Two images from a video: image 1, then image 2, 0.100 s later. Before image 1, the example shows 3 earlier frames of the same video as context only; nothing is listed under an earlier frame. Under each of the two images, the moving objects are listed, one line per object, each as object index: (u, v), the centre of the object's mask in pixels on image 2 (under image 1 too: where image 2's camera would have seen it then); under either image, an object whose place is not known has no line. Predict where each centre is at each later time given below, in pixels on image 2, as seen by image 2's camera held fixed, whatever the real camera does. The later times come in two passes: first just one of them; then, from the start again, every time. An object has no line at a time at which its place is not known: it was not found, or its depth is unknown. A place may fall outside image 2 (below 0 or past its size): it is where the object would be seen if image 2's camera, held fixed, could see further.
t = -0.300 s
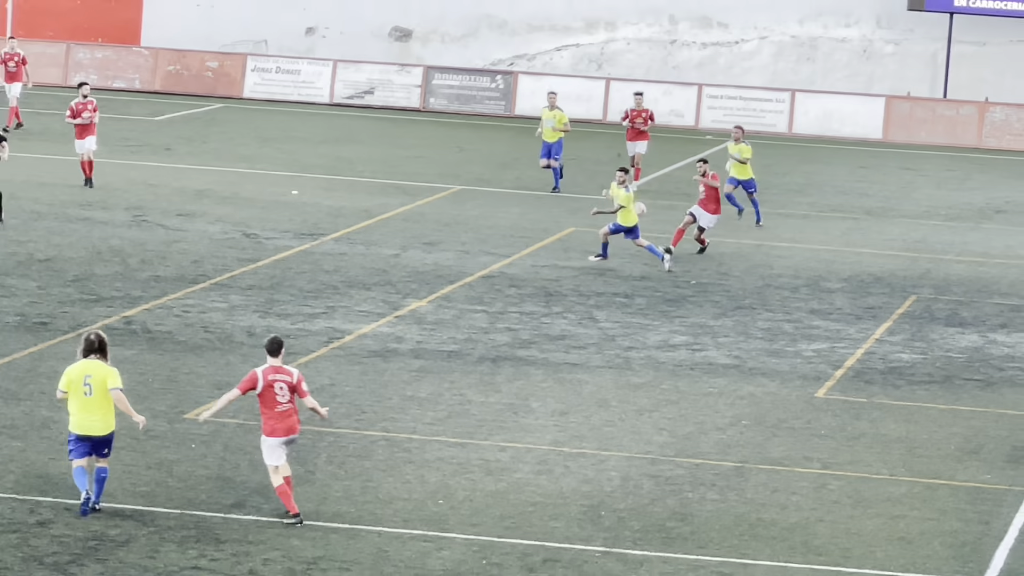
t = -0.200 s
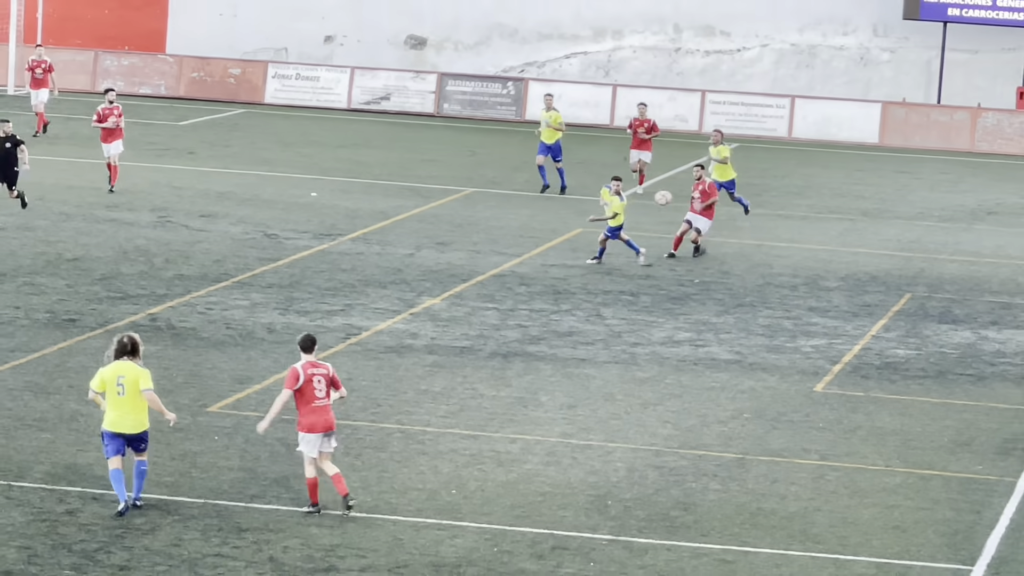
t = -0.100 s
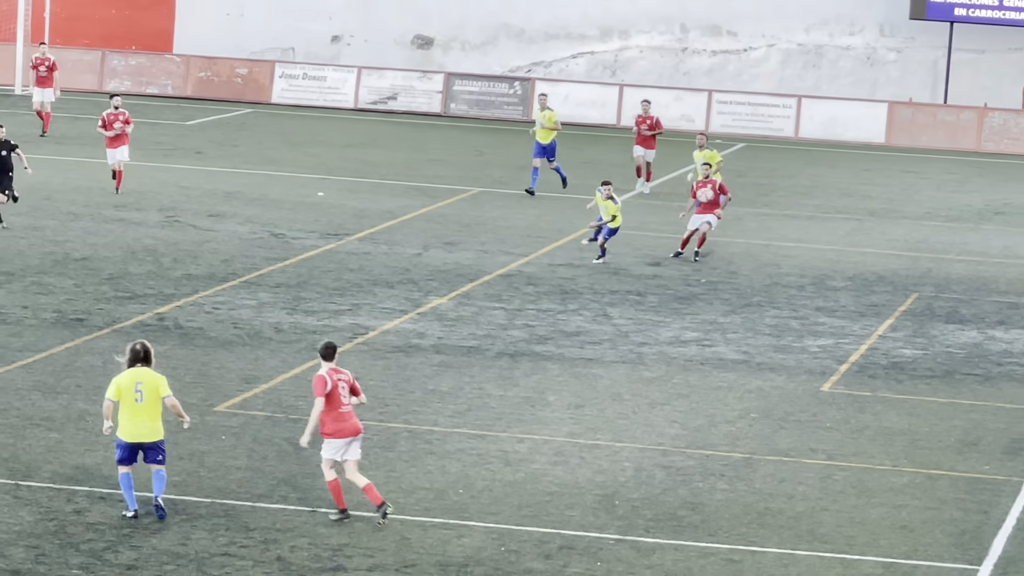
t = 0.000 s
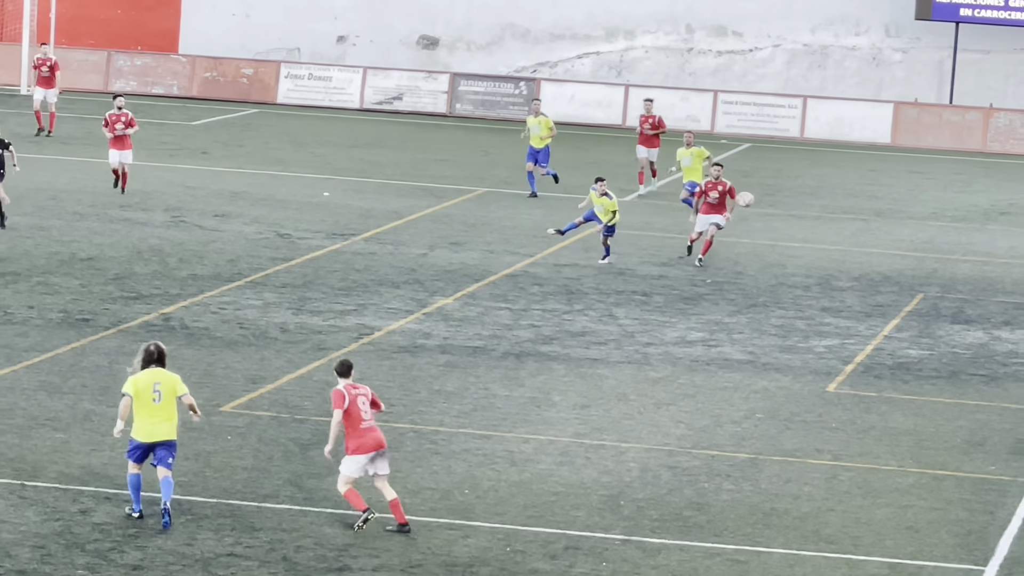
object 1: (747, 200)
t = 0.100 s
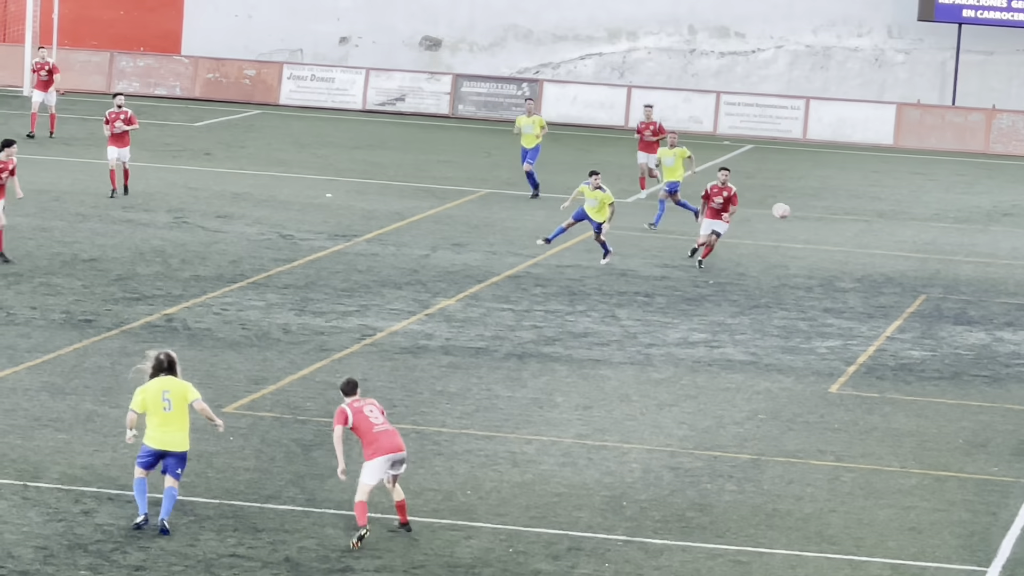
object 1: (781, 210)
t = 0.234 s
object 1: (823, 235)
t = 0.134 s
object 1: (792, 216)
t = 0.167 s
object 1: (802, 221)
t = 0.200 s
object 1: (812, 228)
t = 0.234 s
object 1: (823, 235)
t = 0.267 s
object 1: (833, 243)
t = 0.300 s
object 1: (843, 252)
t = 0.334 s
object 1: (852, 261)
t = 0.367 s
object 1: (862, 271)
